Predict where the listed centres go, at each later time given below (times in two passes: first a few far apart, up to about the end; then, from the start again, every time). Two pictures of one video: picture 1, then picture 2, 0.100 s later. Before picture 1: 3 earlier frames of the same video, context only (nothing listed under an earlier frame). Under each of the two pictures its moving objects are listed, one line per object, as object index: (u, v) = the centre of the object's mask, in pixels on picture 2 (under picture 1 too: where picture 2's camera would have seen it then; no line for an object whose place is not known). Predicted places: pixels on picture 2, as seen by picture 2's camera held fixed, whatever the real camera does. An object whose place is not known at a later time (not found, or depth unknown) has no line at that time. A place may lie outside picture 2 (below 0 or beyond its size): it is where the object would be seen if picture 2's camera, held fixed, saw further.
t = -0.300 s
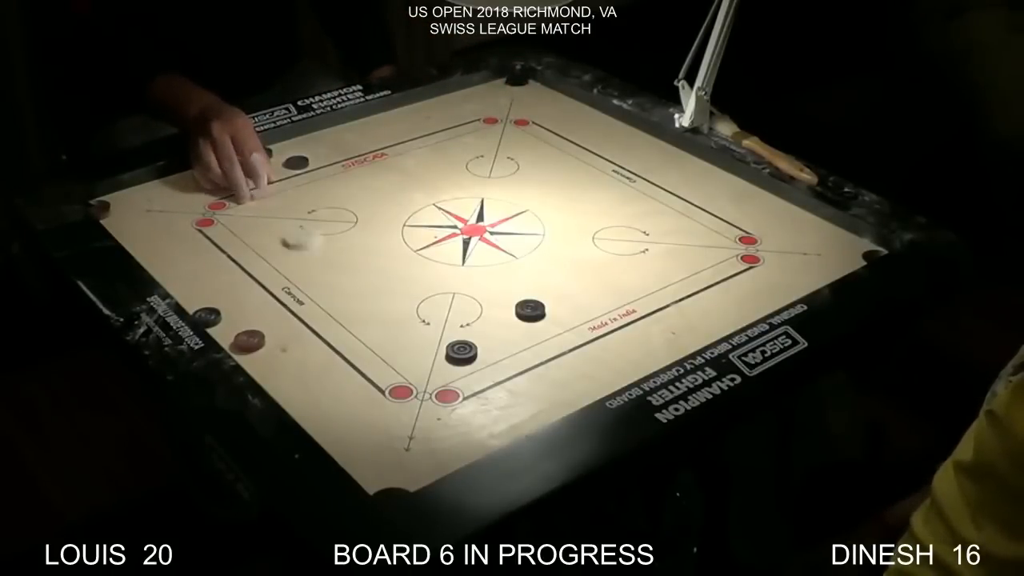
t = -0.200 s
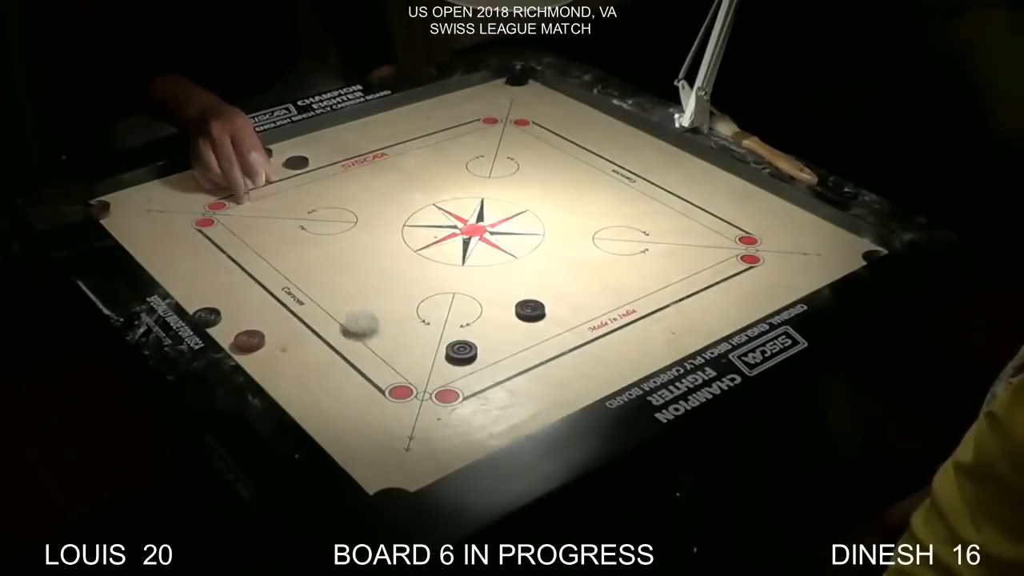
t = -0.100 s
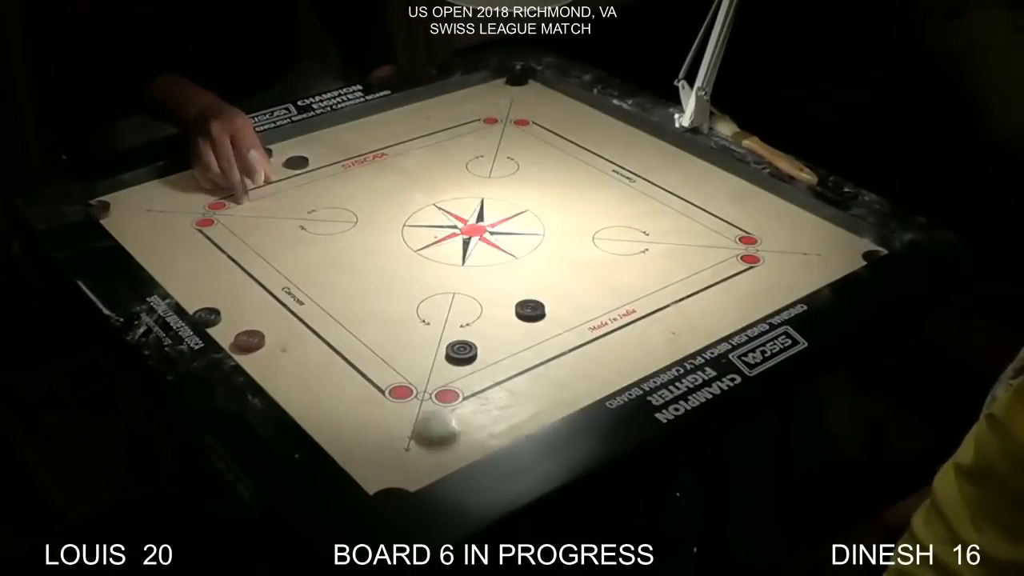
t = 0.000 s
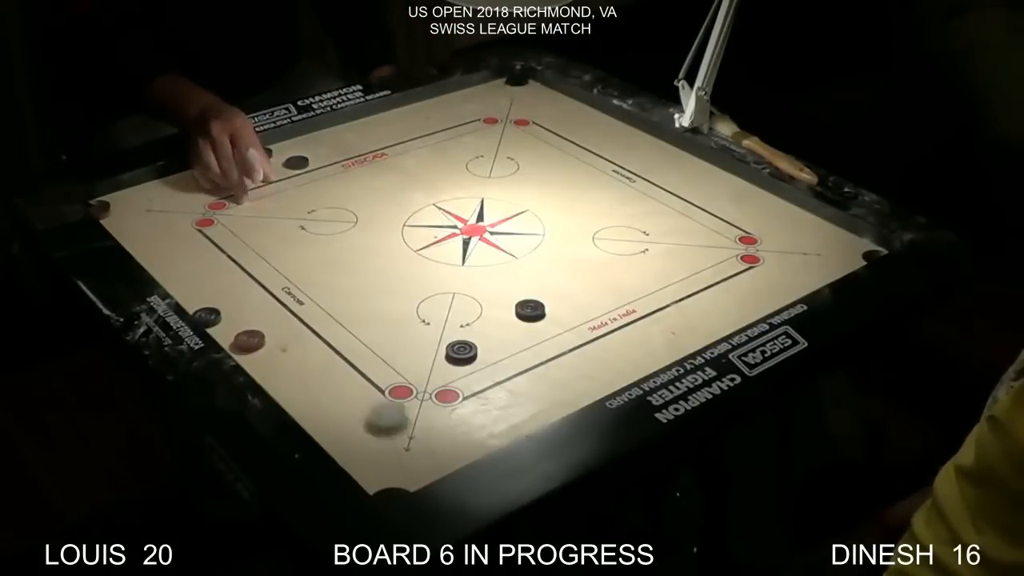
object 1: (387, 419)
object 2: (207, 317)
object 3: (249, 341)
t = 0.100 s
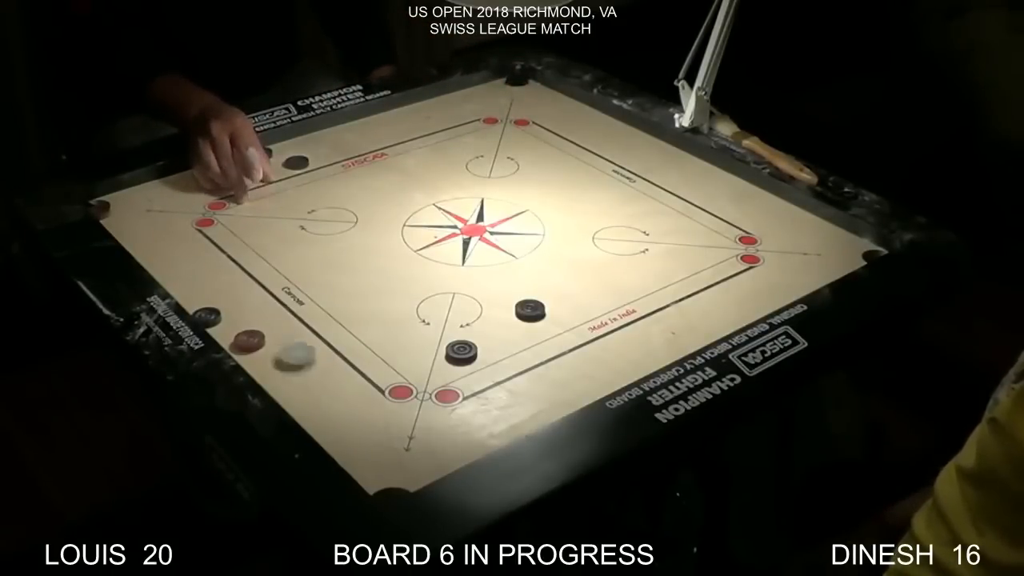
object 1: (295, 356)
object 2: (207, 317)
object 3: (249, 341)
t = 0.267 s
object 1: (272, 285)
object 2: (173, 277)
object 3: (216, 320)
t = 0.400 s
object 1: (280, 245)
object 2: (145, 246)
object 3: (227, 305)
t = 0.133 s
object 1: (275, 340)
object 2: (207, 317)
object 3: (231, 337)
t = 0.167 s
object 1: (266, 327)
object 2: (201, 310)
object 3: (226, 329)
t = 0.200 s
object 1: (266, 312)
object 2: (191, 298)
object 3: (221, 327)
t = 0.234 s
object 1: (270, 298)
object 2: (182, 287)
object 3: (214, 325)
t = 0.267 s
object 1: (272, 285)
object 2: (173, 277)
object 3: (216, 320)
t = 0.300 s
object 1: (274, 273)
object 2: (165, 268)
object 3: (218, 316)
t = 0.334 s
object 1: (276, 264)
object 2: (158, 260)
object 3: (222, 311)
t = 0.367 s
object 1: (277, 254)
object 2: (151, 253)
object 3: (225, 307)
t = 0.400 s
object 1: (280, 245)
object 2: (145, 246)
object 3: (227, 305)
